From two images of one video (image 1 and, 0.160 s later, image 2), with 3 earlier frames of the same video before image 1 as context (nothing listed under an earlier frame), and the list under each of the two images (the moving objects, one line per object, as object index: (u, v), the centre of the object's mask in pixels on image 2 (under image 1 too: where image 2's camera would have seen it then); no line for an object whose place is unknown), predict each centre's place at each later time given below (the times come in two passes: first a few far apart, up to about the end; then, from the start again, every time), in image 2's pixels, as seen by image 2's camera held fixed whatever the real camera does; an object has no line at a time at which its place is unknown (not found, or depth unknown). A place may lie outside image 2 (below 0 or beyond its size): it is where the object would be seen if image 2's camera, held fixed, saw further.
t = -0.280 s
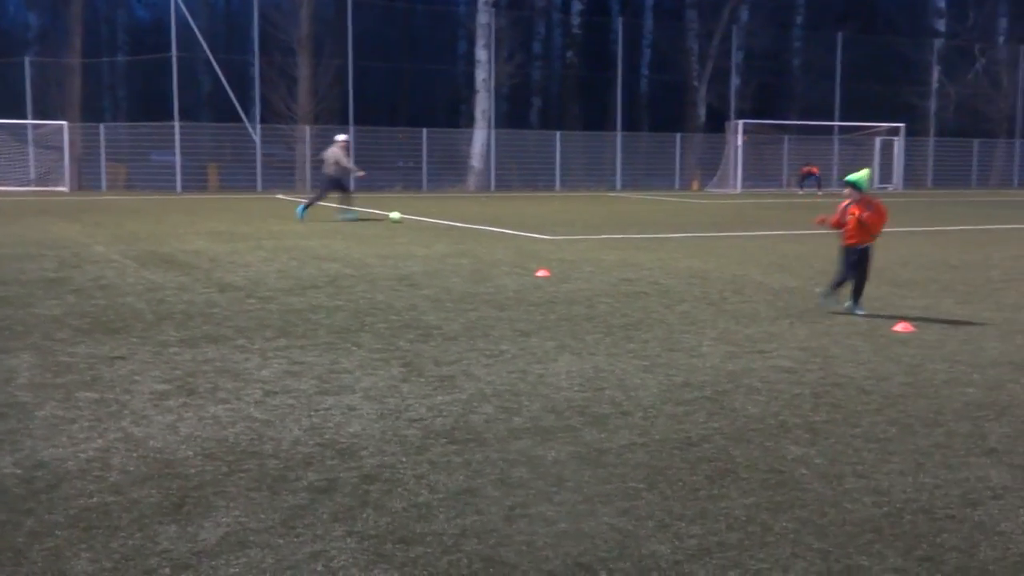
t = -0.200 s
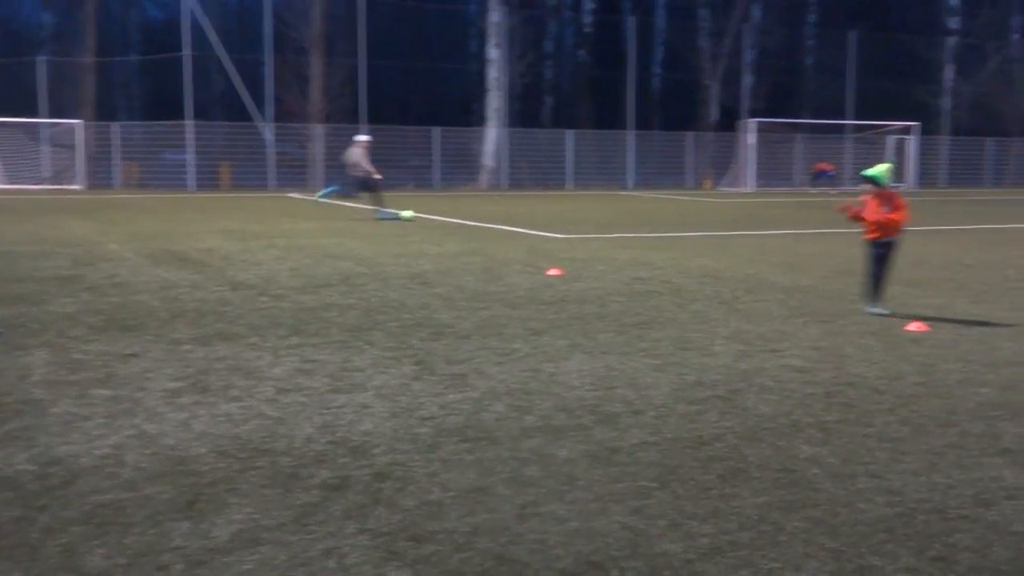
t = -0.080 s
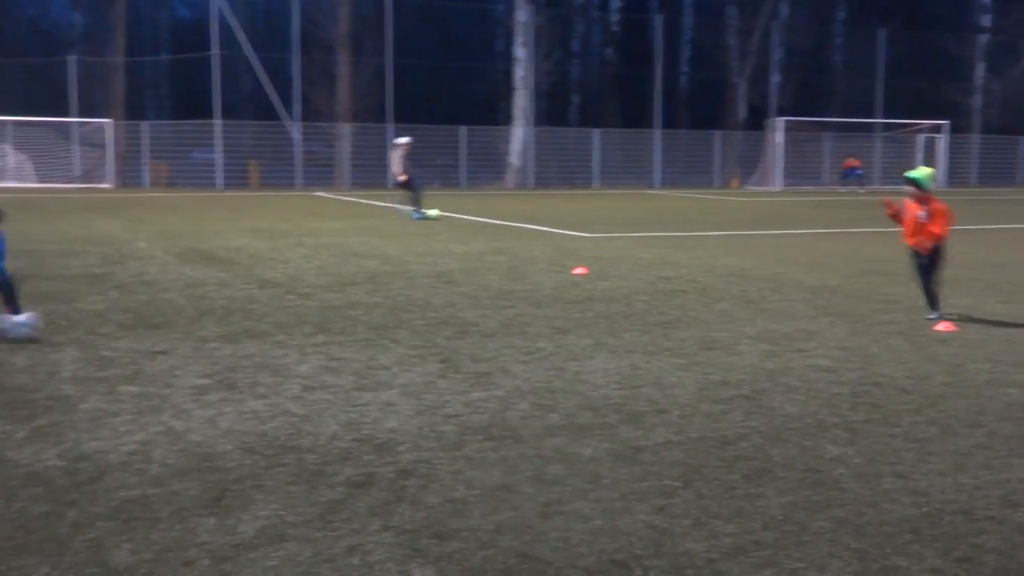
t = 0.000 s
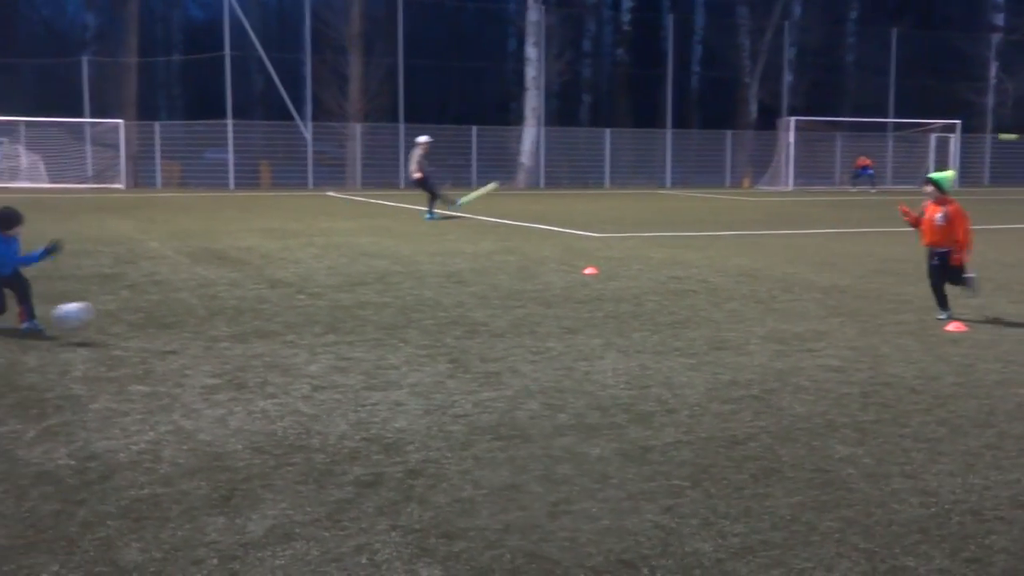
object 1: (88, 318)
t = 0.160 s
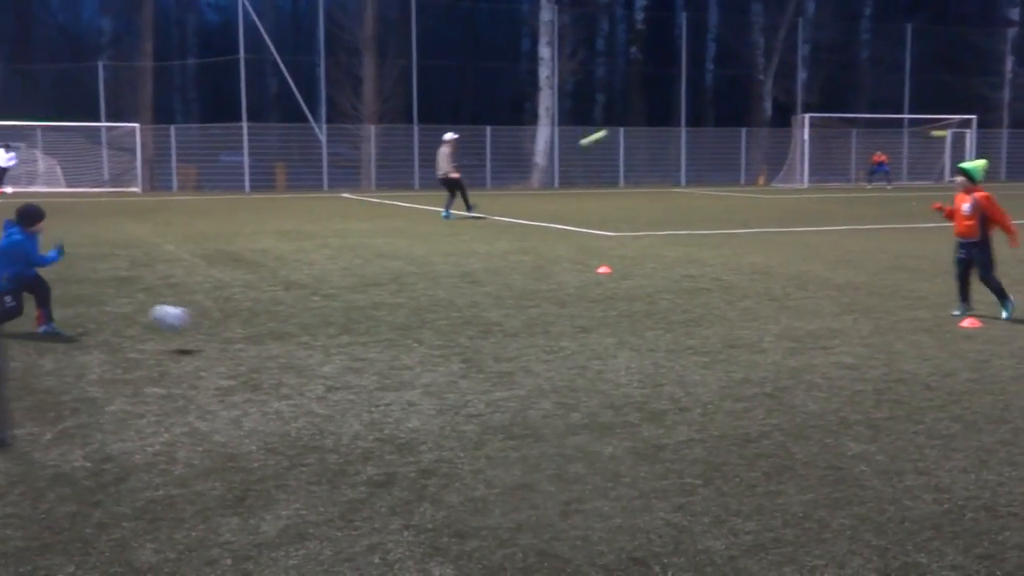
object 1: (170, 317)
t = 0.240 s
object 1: (214, 333)
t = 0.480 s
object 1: (340, 333)
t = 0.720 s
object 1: (471, 344)
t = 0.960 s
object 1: (604, 349)
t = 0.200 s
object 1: (191, 323)
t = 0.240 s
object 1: (214, 333)
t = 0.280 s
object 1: (235, 337)
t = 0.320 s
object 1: (256, 332)
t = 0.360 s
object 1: (277, 329)
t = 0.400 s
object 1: (297, 328)
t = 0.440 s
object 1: (319, 330)
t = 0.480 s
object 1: (340, 333)
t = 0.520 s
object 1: (363, 341)
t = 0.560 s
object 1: (385, 342)
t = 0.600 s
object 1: (405, 339)
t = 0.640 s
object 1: (428, 337)
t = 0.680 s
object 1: (450, 339)
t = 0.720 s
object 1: (471, 344)
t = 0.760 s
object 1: (493, 346)
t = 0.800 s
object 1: (515, 345)
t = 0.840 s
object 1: (537, 345)
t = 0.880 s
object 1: (559, 347)
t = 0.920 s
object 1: (581, 350)
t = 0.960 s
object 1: (604, 349)
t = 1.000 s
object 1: (626, 348)
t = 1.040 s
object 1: (648, 351)
